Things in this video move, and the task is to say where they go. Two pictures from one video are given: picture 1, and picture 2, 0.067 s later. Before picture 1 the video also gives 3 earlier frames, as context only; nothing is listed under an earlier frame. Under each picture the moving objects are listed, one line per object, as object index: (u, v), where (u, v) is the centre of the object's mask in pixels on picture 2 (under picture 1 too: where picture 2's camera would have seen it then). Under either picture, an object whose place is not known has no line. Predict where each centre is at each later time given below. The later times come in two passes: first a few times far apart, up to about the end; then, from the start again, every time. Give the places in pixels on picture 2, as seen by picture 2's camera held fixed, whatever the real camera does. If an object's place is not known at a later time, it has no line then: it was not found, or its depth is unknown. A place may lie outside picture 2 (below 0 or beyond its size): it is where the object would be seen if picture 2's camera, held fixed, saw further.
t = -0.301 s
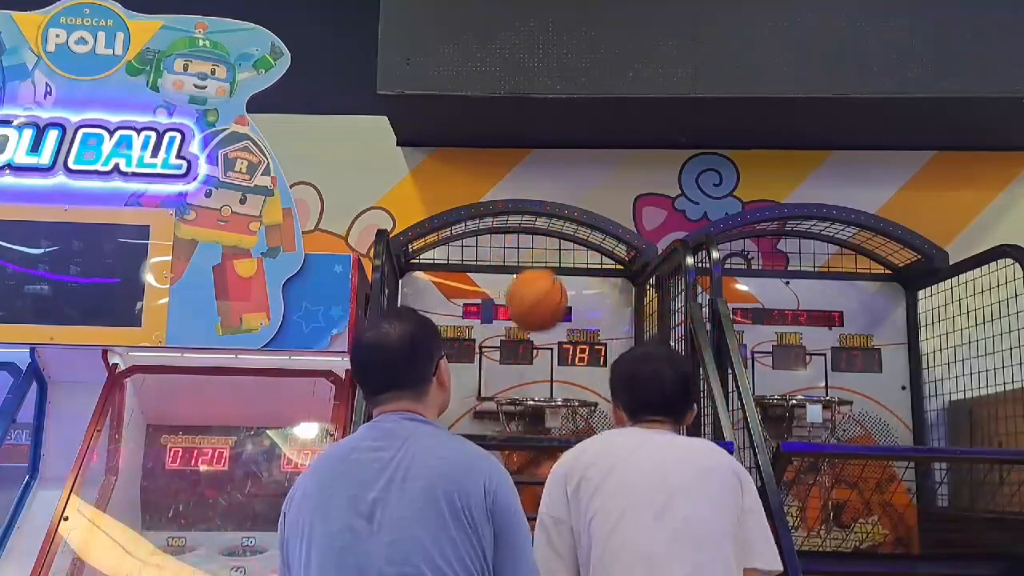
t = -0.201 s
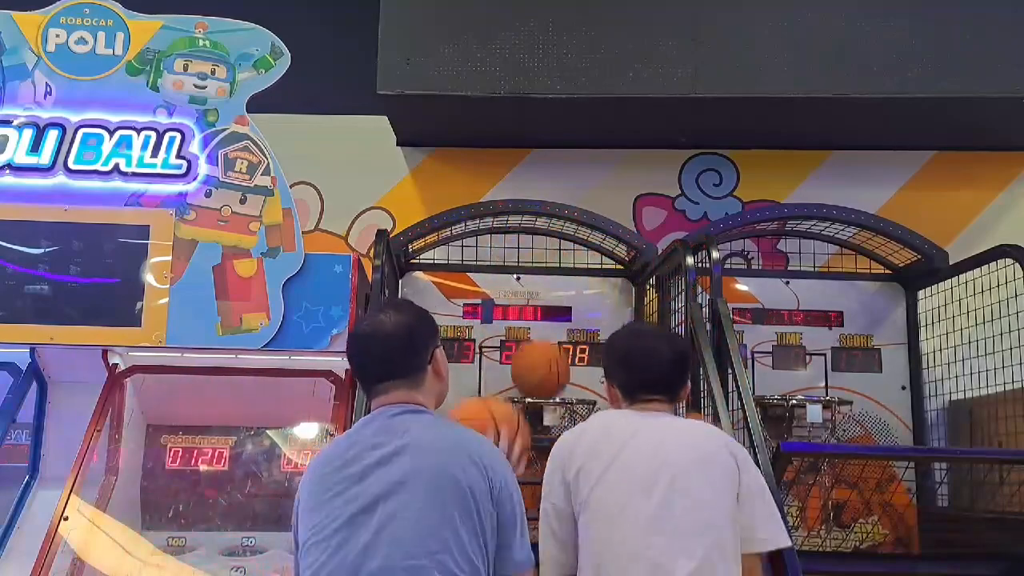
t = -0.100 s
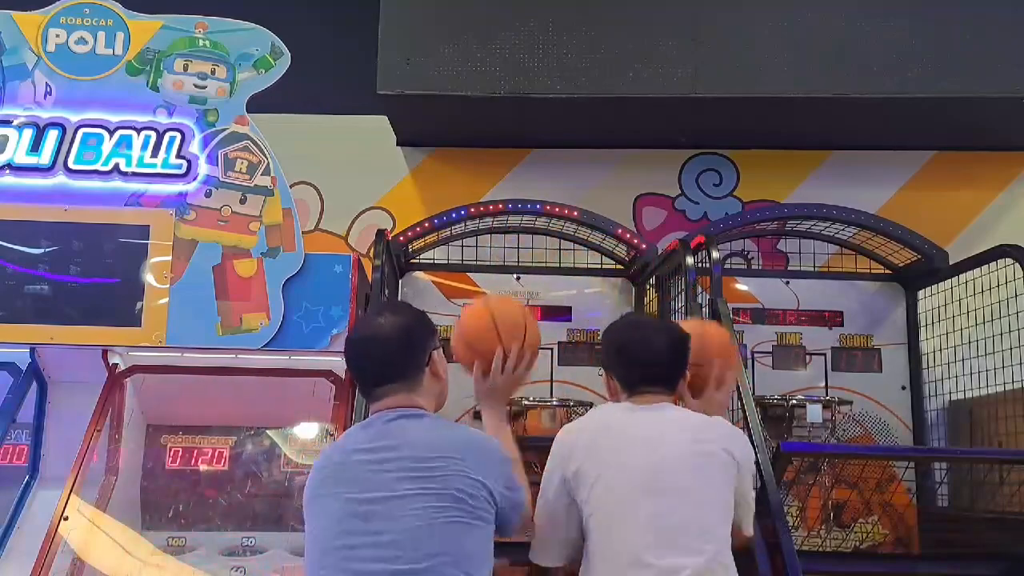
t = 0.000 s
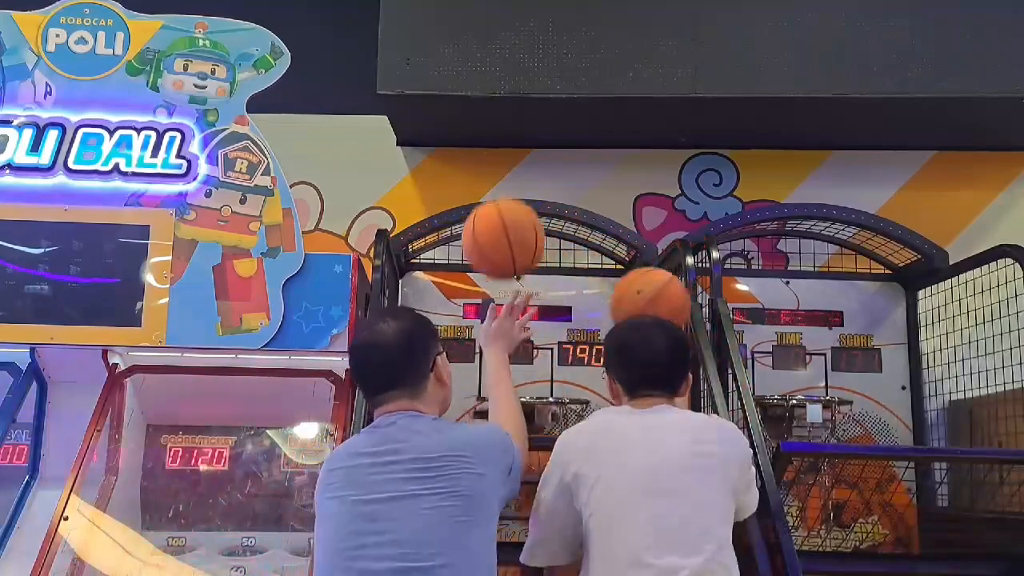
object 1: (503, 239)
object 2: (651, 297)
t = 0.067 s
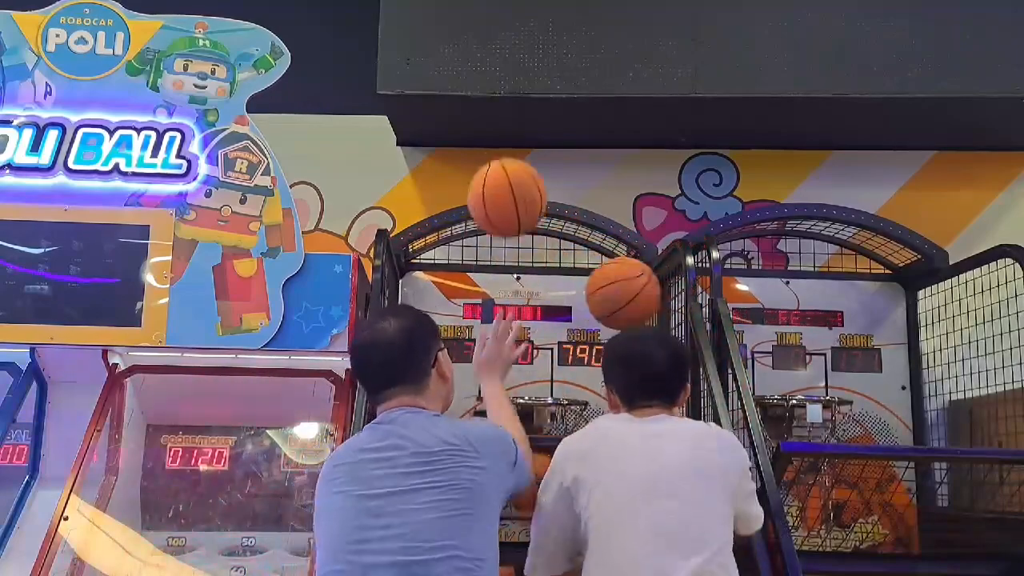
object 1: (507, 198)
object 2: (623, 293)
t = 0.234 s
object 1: (513, 168)
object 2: (568, 323)
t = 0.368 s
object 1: (517, 206)
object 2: (531, 385)
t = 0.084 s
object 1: (508, 191)
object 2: (616, 293)
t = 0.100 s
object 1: (508, 184)
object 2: (610, 293)
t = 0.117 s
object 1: (509, 179)
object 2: (605, 295)
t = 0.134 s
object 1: (510, 174)
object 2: (599, 296)
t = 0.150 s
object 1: (511, 171)
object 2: (593, 299)
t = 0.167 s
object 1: (512, 168)
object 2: (587, 302)
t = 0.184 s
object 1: (512, 167)
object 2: (582, 307)
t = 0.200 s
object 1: (513, 167)
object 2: (577, 311)
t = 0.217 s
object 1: (513, 167)
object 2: (572, 316)
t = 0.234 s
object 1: (513, 168)
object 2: (568, 323)
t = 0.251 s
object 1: (514, 170)
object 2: (562, 330)
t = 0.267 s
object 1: (514, 173)
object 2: (558, 338)
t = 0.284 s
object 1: (515, 175)
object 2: (552, 346)
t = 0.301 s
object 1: (515, 181)
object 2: (548, 355)
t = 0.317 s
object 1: (515, 186)
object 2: (544, 364)
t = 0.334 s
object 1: (516, 192)
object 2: (539, 373)
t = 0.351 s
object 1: (517, 199)
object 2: (535, 379)
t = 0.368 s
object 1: (517, 206)
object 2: (531, 385)
